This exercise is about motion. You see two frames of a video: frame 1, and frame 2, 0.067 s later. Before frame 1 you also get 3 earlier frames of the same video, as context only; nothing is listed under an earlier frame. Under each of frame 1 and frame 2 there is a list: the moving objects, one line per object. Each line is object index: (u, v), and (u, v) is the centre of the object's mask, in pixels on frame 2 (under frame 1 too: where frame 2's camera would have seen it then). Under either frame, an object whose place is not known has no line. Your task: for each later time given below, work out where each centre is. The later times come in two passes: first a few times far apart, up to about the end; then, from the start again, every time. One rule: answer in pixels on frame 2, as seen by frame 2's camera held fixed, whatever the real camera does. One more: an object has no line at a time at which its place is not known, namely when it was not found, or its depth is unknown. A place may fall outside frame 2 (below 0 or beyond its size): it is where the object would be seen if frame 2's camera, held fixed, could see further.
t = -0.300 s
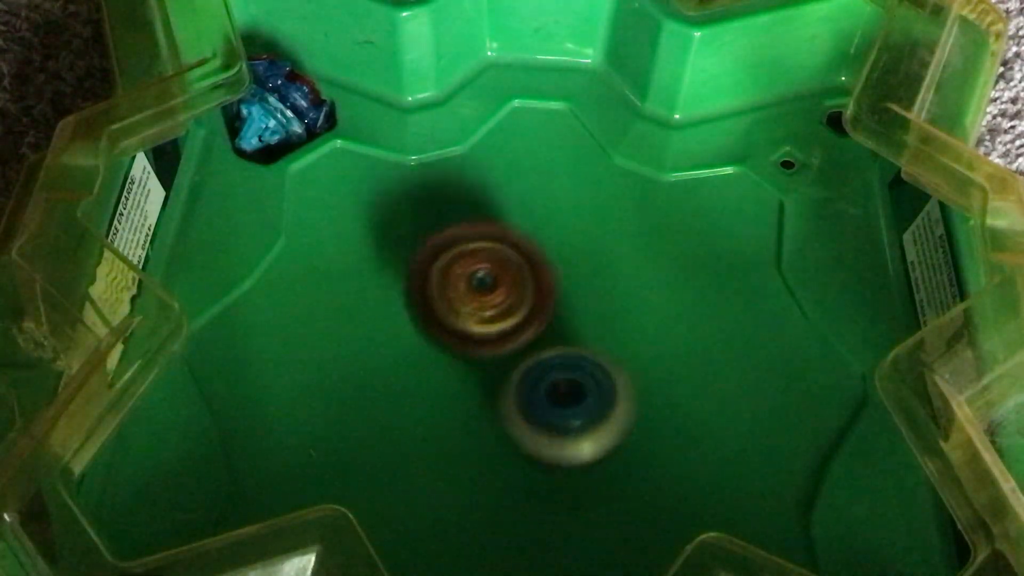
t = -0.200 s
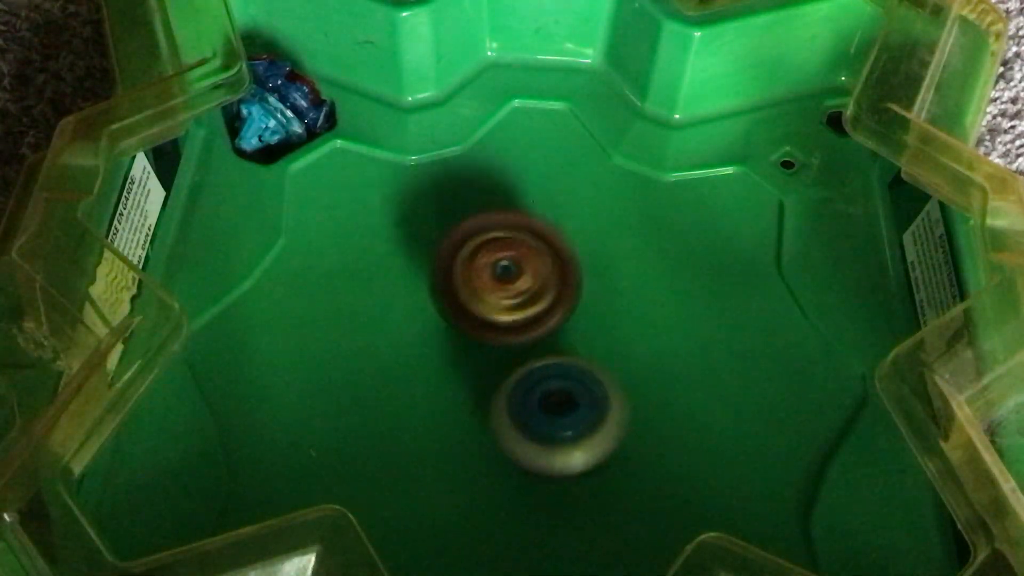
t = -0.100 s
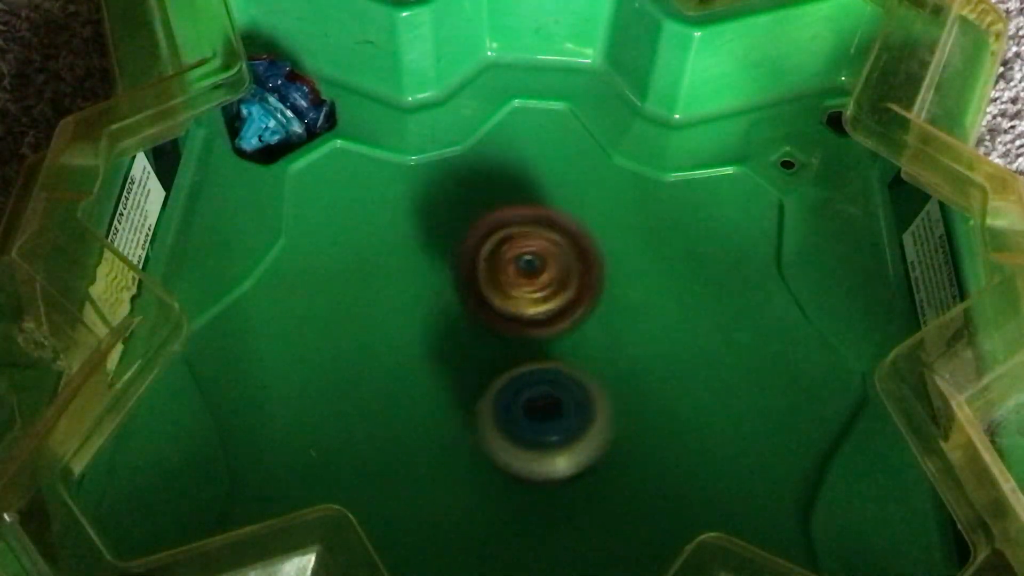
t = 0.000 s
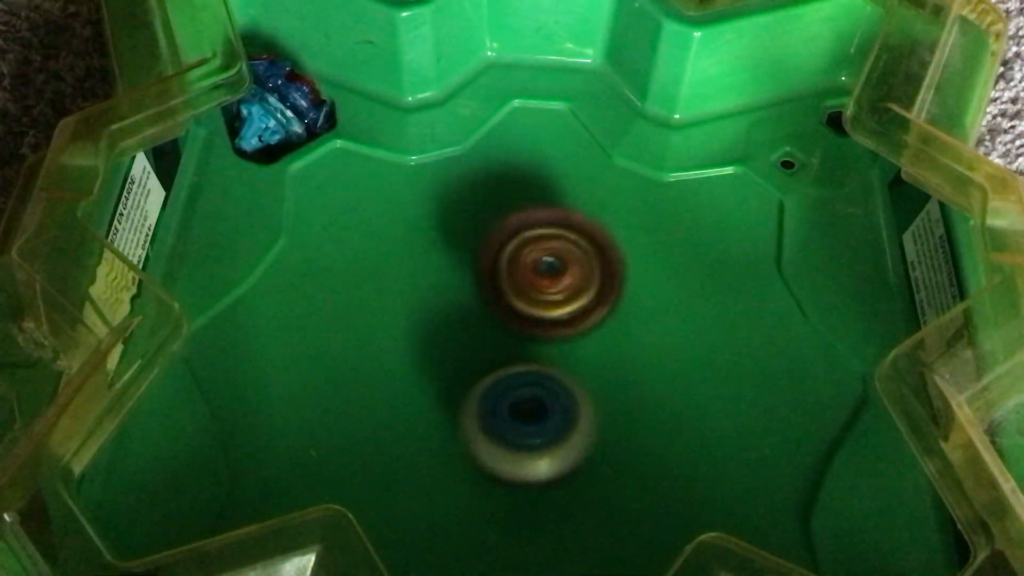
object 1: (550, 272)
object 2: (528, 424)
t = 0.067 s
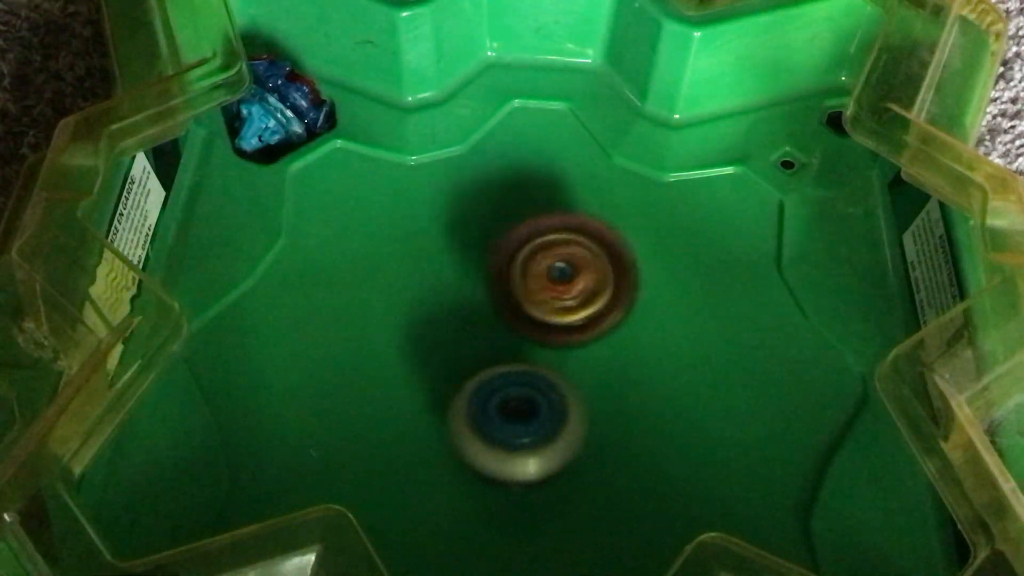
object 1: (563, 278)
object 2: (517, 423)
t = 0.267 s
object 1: (595, 315)
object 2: (489, 413)
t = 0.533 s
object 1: (626, 372)
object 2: (467, 382)
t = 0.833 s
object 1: (587, 416)
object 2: (473, 335)
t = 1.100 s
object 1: (518, 433)
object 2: (498, 310)
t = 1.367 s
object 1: (466, 413)
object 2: (541, 314)
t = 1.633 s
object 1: (439, 376)
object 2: (576, 331)
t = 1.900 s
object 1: (442, 335)
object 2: (588, 370)
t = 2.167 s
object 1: (472, 302)
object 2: (570, 411)
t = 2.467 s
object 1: (537, 289)
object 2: (519, 431)
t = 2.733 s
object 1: (588, 318)
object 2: (479, 415)
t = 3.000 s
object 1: (620, 356)
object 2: (467, 371)
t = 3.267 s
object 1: (612, 390)
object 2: (485, 326)
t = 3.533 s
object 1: (569, 420)
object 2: (520, 305)
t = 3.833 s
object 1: (482, 437)
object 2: (573, 328)
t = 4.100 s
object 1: (448, 397)
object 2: (592, 373)
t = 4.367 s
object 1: (418, 339)
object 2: (571, 416)
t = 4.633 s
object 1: (474, 296)
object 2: (510, 429)
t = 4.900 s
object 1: (562, 276)
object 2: (472, 406)
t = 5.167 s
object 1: (614, 315)
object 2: (475, 357)
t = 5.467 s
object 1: (646, 394)
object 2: (520, 324)
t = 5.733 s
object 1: (574, 447)
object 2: (566, 326)
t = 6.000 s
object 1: (466, 443)
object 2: (579, 364)
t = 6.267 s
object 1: (399, 370)
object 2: (554, 405)
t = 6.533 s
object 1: (426, 293)
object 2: (500, 414)
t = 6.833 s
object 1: (548, 264)
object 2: (478, 385)
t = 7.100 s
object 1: (645, 305)
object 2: (501, 345)
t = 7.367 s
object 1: (674, 388)
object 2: (540, 329)
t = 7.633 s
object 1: (595, 474)
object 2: (558, 326)
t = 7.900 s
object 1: (456, 461)
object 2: (545, 352)
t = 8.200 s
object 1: (376, 337)
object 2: (524, 369)
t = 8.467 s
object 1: (437, 248)
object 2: (507, 372)
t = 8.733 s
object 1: (568, 248)
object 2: (502, 369)
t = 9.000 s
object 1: (659, 340)
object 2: (508, 364)
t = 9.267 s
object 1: (628, 462)
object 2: (520, 359)
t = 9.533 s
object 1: (479, 475)
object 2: (532, 361)
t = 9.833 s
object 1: (398, 348)
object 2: (549, 361)
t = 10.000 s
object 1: (432, 271)
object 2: (561, 369)
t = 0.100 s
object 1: (569, 282)
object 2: (512, 422)
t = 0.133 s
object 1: (575, 287)
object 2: (507, 421)
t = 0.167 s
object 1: (580, 294)
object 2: (502, 419)
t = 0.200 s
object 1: (586, 300)
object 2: (497, 418)
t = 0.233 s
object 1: (590, 307)
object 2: (492, 415)
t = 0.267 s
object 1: (595, 315)
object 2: (489, 413)
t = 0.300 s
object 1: (600, 321)
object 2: (483, 411)
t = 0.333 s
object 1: (605, 328)
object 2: (479, 408)
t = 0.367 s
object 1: (610, 336)
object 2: (475, 405)
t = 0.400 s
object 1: (614, 342)
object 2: (472, 401)
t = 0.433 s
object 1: (618, 350)
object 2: (470, 397)
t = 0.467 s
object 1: (621, 358)
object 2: (469, 392)
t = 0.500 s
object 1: (623, 365)
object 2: (467, 387)
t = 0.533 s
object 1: (626, 372)
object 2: (467, 382)
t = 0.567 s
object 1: (625, 379)
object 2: (467, 377)
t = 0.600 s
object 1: (626, 384)
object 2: (467, 372)
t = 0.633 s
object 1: (623, 389)
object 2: (467, 367)
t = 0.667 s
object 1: (619, 393)
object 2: (468, 361)
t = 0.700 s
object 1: (615, 398)
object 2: (469, 356)
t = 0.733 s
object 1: (608, 401)
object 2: (470, 351)
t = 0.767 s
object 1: (601, 406)
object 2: (471, 346)
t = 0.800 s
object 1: (593, 410)
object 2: (473, 340)
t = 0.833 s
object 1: (587, 416)
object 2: (473, 335)
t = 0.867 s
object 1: (581, 420)
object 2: (475, 329)
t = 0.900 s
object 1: (574, 424)
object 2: (478, 325)
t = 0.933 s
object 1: (566, 426)
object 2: (480, 321)
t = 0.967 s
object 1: (556, 428)
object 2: (483, 318)
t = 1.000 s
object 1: (548, 429)
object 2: (485, 315)
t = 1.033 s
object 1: (538, 432)
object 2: (489, 313)
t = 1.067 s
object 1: (527, 432)
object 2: (493, 311)
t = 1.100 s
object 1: (518, 433)
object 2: (498, 310)
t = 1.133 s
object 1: (508, 432)
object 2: (503, 308)
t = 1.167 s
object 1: (502, 432)
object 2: (508, 309)
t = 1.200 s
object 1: (494, 431)
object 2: (514, 310)
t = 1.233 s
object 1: (487, 429)
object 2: (519, 309)
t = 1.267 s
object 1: (482, 426)
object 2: (525, 311)
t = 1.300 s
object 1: (475, 421)
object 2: (530, 311)
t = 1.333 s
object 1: (471, 417)
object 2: (536, 313)
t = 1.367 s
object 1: (466, 413)
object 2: (541, 314)
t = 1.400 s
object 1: (461, 409)
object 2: (546, 315)
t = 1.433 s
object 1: (458, 404)
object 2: (551, 316)
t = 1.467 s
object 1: (456, 399)
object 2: (556, 318)
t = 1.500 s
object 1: (453, 393)
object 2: (561, 320)
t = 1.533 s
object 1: (448, 388)
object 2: (566, 322)
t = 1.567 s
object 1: (444, 384)
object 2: (569, 324)
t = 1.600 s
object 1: (441, 380)
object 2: (574, 327)
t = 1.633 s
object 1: (439, 376)
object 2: (576, 331)
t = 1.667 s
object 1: (441, 372)
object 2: (578, 335)
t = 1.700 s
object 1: (442, 366)
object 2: (580, 339)
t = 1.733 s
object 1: (444, 360)
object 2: (583, 345)
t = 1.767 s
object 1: (441, 354)
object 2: (585, 349)
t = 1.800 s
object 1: (438, 348)
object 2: (586, 354)
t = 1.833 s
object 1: (438, 344)
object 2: (587, 359)
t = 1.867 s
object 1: (440, 340)
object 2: (588, 364)
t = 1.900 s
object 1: (442, 335)
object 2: (588, 370)
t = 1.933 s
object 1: (446, 330)
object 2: (586, 375)
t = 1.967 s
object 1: (448, 324)
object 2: (586, 381)
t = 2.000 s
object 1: (450, 320)
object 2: (584, 387)
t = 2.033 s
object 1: (454, 317)
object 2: (582, 392)
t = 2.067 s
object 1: (459, 313)
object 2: (579, 397)
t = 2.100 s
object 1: (464, 309)
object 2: (578, 401)
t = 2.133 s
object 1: (468, 304)
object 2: (574, 406)
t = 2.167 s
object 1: (472, 302)
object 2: (570, 411)
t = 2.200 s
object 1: (478, 300)
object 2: (566, 414)
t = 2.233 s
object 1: (487, 298)
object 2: (561, 418)
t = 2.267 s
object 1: (494, 296)
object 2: (556, 421)
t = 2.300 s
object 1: (500, 292)
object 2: (549, 424)
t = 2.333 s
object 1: (507, 291)
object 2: (544, 427)
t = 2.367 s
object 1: (513, 291)
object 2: (537, 429)
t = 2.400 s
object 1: (522, 290)
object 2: (531, 431)
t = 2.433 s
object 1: (529, 290)
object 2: (525, 431)
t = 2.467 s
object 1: (537, 289)
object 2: (519, 431)
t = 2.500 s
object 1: (544, 291)
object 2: (513, 430)
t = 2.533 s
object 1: (551, 294)
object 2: (507, 429)
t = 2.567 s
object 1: (560, 297)
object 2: (502, 428)
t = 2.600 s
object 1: (565, 299)
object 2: (497, 426)
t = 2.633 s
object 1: (570, 302)
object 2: (493, 424)
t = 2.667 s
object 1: (576, 308)
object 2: (488, 422)
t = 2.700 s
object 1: (582, 313)
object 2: (484, 418)
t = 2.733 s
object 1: (588, 318)
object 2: (479, 415)
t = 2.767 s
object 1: (594, 321)
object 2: (476, 410)
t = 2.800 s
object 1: (599, 325)
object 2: (473, 406)
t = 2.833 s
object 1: (603, 330)
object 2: (471, 401)
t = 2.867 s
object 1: (606, 335)
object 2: (469, 395)
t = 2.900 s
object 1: (610, 340)
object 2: (468, 390)
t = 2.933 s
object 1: (611, 346)
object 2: (467, 383)
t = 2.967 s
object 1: (616, 352)
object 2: (467, 377)
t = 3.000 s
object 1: (620, 356)
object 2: (467, 371)
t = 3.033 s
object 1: (624, 360)
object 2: (468, 365)
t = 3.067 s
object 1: (625, 364)
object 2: (470, 359)
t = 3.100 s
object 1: (625, 368)
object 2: (472, 353)
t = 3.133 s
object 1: (625, 372)
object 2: (475, 348)
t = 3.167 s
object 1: (622, 376)
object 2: (478, 342)
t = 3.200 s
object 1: (617, 379)
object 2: (481, 337)
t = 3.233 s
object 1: (613, 384)
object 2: (483, 332)
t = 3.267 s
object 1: (612, 390)
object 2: (485, 326)
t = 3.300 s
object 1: (610, 396)
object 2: (487, 321)
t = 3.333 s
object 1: (607, 401)
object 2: (491, 317)
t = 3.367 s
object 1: (602, 406)
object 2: (496, 313)
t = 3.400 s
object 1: (598, 410)
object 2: (500, 311)
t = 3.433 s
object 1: (593, 413)
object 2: (505, 308)
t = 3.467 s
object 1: (585, 415)
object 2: (511, 307)
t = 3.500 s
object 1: (577, 419)
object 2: (515, 305)
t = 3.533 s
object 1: (569, 420)
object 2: (520, 305)
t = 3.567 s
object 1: (560, 421)
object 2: (527, 304)
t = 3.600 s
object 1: (549, 421)
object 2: (532, 304)
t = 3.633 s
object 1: (538, 425)
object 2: (541, 305)
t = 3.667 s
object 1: (529, 429)
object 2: (548, 308)
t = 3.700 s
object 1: (519, 431)
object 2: (554, 312)
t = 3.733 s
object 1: (507, 434)
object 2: (559, 315)
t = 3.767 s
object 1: (498, 437)
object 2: (563, 319)
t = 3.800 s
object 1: (491, 437)
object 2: (568, 323)
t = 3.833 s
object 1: (482, 437)
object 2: (573, 328)
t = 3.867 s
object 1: (475, 437)
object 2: (576, 332)
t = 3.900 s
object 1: (471, 435)
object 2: (579, 337)
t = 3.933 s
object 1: (467, 431)
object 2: (582, 343)
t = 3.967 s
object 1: (463, 426)
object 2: (584, 349)
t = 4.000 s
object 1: (460, 421)
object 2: (586, 354)
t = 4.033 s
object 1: (460, 413)
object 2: (587, 360)
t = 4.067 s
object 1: (457, 405)
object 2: (589, 366)
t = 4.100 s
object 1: (448, 397)
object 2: (592, 373)
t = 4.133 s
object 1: (440, 390)
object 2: (595, 379)
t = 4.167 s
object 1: (432, 382)
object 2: (594, 386)
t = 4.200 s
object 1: (424, 376)
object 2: (593, 392)
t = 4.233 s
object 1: (420, 369)
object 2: (590, 398)
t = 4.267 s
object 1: (418, 360)
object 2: (586, 403)
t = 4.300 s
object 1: (414, 353)
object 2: (582, 408)
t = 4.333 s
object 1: (415, 347)
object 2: (577, 413)
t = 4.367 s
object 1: (418, 339)
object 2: (571, 416)
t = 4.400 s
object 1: (420, 332)
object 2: (564, 420)
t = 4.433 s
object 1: (423, 328)
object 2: (557, 423)
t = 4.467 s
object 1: (430, 320)
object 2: (550, 425)
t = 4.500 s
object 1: (437, 315)
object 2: (541, 427)
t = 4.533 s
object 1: (443, 312)
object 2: (534, 428)
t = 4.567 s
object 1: (455, 306)
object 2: (525, 429)
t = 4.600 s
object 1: (464, 299)
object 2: (518, 429)
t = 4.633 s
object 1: (474, 296)
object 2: (510, 429)
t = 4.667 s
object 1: (487, 291)
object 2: (502, 428)
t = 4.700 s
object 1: (497, 285)
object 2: (496, 426)
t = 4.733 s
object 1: (508, 283)
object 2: (490, 424)
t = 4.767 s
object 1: (521, 280)
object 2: (485, 421)
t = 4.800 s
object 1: (531, 276)
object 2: (481, 418)
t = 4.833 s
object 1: (541, 277)
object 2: (477, 414)
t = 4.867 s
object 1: (553, 277)
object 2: (474, 410)
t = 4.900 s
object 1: (562, 276)
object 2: (472, 406)
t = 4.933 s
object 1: (571, 279)
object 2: (470, 401)
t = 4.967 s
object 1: (581, 281)
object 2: (469, 395)
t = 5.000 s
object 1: (587, 283)
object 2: (468, 390)
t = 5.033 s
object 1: (594, 289)
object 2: (468, 383)
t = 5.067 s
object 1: (601, 293)
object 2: (469, 376)
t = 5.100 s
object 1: (604, 299)
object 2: (470, 371)
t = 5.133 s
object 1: (609, 308)
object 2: (473, 364)
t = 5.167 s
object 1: (614, 315)
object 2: (475, 357)
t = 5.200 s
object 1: (620, 326)
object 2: (476, 351)
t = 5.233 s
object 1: (626, 336)
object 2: (479, 346)
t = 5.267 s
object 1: (633, 344)
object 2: (483, 341)
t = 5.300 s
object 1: (640, 353)
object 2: (488, 337)
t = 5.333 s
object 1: (646, 362)
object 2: (494, 333)
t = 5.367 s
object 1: (648, 370)
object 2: (500, 330)
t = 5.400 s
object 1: (647, 380)
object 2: (507, 327)
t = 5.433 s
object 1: (650, 388)
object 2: (513, 325)
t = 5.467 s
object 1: (646, 394)
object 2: (520, 324)
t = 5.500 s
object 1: (640, 402)
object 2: (527, 322)
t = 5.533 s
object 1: (636, 408)
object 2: (534, 321)
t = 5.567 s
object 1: (626, 415)
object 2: (539, 321)
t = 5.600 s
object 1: (620, 422)
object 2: (544, 320)
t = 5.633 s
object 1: (609, 427)
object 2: (550, 318)
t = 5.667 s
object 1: (598, 436)
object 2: (555, 320)
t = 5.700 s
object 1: (587, 442)
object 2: (561, 322)
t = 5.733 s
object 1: (574, 447)
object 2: (566, 326)
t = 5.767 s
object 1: (561, 451)
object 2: (571, 329)
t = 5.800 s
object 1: (549, 454)
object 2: (575, 333)
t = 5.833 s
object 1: (532, 456)
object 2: (577, 338)
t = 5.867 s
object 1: (518, 456)
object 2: (579, 343)
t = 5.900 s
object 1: (504, 454)
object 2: (580, 348)
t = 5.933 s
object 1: (491, 453)
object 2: (581, 353)
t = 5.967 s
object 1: (481, 449)
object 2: (580, 359)
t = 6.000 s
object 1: (466, 443)
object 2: (579, 364)
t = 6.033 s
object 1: (458, 438)
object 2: (577, 371)
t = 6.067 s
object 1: (448, 429)
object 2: (574, 377)
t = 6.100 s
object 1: (438, 422)
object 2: (573, 383)
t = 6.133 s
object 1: (430, 413)
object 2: (570, 389)
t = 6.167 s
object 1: (420, 402)
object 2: (567, 394)
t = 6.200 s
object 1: (412, 391)
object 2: (563, 398)
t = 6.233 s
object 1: (405, 381)
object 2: (558, 402)
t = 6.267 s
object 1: (399, 370)
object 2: (554, 405)
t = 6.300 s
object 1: (396, 359)
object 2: (547, 408)
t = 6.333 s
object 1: (393, 348)
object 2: (541, 410)
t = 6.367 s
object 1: (396, 337)
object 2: (534, 413)
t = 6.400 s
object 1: (399, 327)
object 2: (526, 415)
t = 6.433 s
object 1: (402, 319)
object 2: (520, 416)
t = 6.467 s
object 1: (409, 309)
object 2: (512, 416)
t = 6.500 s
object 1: (415, 301)
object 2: (506, 415)
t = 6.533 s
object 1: (426, 293)
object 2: (500, 414)
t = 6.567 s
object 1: (437, 284)
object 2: (495, 412)
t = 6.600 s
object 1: (449, 279)
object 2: (491, 411)
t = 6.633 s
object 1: (461, 272)
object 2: (487, 408)
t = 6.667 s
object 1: (474, 270)
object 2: (484, 406)
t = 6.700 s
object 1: (490, 265)
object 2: (481, 403)
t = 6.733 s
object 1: (502, 264)
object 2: (479, 399)
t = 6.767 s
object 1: (519, 263)
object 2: (478, 395)
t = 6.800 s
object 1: (532, 262)
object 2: (478, 390)
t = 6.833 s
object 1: (548, 264)
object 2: (478, 385)
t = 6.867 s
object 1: (561, 265)
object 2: (480, 380)
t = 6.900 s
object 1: (574, 269)
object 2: (482, 373)
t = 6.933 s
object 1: (588, 272)
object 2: (485, 367)
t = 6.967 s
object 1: (600, 278)
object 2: (488, 362)
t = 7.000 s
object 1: (614, 283)
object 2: (490, 357)
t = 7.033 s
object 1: (626, 290)
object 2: (493, 352)
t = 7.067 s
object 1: (637, 297)
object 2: (497, 349)
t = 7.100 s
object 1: (645, 305)
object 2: (501, 345)
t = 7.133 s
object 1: (652, 314)
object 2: (506, 341)
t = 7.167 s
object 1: (658, 322)
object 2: (512, 338)
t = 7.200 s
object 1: (662, 333)
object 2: (517, 334)
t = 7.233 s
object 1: (667, 343)
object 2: (522, 330)
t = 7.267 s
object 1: (673, 356)
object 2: (526, 328)
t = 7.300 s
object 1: (676, 367)
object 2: (531, 328)
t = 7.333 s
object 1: (675, 379)
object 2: (536, 328)
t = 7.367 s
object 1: (674, 388)
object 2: (540, 329)
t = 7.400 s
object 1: (668, 400)
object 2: (546, 329)
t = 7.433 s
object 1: (664, 408)
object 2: (549, 330)
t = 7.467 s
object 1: (651, 419)
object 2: (552, 330)
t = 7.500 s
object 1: (645, 433)
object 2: (554, 325)
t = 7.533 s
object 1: (634, 445)
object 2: (554, 323)
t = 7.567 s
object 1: (624, 457)
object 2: (555, 323)
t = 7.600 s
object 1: (608, 467)
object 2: (557, 325)
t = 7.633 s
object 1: (595, 474)
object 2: (558, 326)
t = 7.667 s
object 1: (578, 480)
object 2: (558, 328)
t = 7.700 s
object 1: (561, 485)
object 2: (556, 331)
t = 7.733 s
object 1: (541, 486)
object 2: (555, 334)
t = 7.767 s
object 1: (525, 486)
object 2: (553, 338)
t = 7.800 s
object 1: (506, 483)
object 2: (552, 342)
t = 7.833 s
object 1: (489, 479)
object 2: (550, 345)
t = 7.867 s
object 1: (471, 470)
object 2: (548, 349)
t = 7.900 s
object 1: (456, 461)
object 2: (545, 352)
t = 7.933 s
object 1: (443, 450)
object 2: (540, 355)
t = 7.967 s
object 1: (431, 438)
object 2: (539, 358)
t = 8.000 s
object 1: (415, 424)
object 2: (538, 360)
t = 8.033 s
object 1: (403, 411)
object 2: (538, 361)
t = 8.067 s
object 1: (393, 397)
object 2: (537, 362)
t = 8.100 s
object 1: (385, 383)
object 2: (533, 364)
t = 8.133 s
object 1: (381, 367)
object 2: (529, 366)
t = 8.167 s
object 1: (377, 354)
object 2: (527, 367)
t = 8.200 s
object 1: (376, 337)
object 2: (524, 369)
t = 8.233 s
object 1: (377, 324)
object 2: (524, 370)
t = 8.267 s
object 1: (378, 307)
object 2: (520, 372)
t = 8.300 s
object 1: (384, 295)
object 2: (517, 372)
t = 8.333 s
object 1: (389, 282)
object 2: (515, 372)
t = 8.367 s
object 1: (399, 274)
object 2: (513, 372)
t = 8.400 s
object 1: (409, 264)
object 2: (511, 371)
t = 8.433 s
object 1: (424, 258)
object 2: (508, 370)
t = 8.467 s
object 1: (437, 248)
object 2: (507, 372)
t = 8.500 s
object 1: (452, 243)
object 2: (505, 373)
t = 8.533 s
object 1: (466, 238)
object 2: (505, 373)
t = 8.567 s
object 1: (483, 236)
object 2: (505, 372)
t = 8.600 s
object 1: (500, 235)
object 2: (503, 372)
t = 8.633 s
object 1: (517, 235)
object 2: (501, 372)
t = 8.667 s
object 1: (533, 238)
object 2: (502, 371)
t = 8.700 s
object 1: (551, 242)
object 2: (502, 370)
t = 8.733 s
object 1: (568, 248)
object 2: (502, 369)
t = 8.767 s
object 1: (584, 254)
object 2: (501, 369)
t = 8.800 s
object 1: (602, 261)
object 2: (501, 368)
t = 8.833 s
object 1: (614, 274)
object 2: (502, 368)
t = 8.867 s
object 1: (628, 282)
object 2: (503, 366)
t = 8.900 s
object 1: (639, 296)
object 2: (504, 365)
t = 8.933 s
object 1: (646, 309)
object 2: (504, 366)
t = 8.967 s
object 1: (655, 325)
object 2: (506, 365)
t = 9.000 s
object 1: (659, 340)
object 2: (508, 364)
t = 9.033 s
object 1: (664, 356)
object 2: (510, 364)
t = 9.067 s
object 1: (664, 373)
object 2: (511, 364)
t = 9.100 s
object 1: (667, 391)
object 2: (511, 363)
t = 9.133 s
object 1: (662, 407)
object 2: (515, 361)
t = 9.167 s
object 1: (657, 421)
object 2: (516, 360)
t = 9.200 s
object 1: (651, 436)
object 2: (517, 359)
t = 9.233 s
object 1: (640, 450)
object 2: (518, 360)
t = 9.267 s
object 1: (628, 462)
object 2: (520, 359)
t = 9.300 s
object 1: (613, 472)
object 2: (523, 359)
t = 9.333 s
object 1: (600, 481)
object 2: (523, 358)
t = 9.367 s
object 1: (578, 486)
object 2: (523, 358)
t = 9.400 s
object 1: (559, 487)
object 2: (527, 358)
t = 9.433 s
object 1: (540, 488)
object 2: (529, 359)
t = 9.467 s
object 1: (518, 485)
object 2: (529, 359)
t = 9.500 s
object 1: (500, 481)
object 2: (530, 359)
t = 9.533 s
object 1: (479, 475)
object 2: (532, 361)
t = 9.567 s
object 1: (460, 468)
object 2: (534, 361)
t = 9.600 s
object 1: (445, 456)
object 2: (537, 361)
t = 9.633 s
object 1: (429, 444)
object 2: (538, 361)
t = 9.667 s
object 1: (415, 430)
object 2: (540, 362)
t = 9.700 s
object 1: (405, 415)
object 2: (543, 361)
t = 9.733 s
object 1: (400, 400)
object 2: (544, 360)
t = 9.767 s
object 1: (395, 381)
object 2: (546, 360)
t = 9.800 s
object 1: (397, 366)
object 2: (547, 361)
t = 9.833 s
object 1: (398, 348)
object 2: (549, 361)
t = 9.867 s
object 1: (403, 334)
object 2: (550, 362)
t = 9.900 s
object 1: (405, 316)
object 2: (553, 365)
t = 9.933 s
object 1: (414, 298)
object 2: (557, 368)
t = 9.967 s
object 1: (423, 284)
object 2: (560, 368)
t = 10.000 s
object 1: (432, 271)
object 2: (561, 369)
